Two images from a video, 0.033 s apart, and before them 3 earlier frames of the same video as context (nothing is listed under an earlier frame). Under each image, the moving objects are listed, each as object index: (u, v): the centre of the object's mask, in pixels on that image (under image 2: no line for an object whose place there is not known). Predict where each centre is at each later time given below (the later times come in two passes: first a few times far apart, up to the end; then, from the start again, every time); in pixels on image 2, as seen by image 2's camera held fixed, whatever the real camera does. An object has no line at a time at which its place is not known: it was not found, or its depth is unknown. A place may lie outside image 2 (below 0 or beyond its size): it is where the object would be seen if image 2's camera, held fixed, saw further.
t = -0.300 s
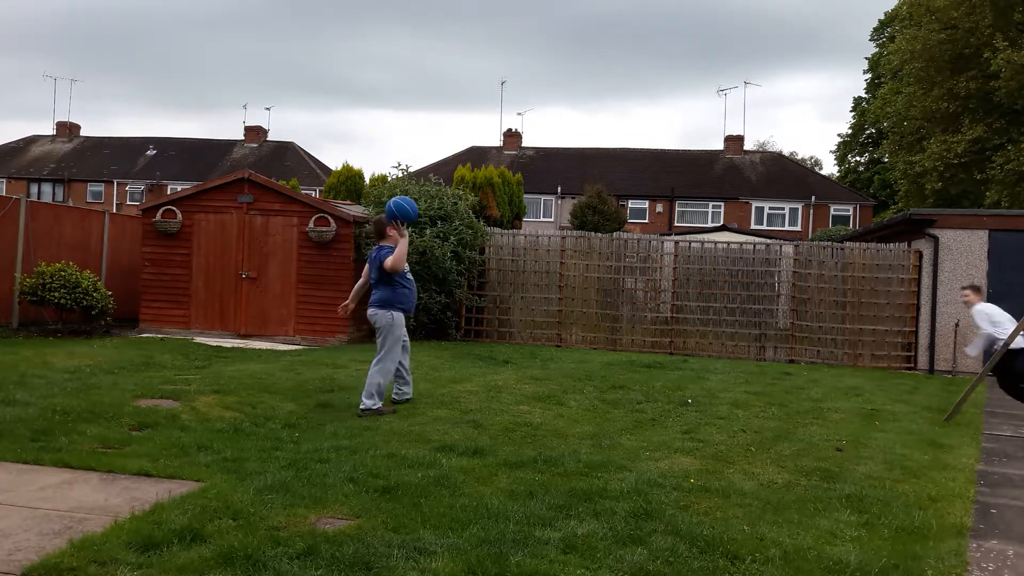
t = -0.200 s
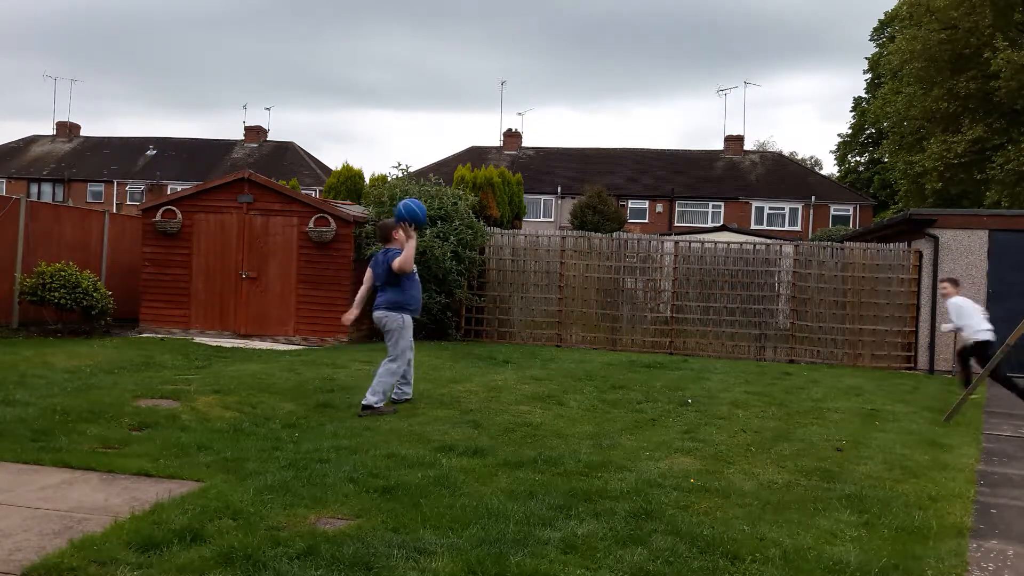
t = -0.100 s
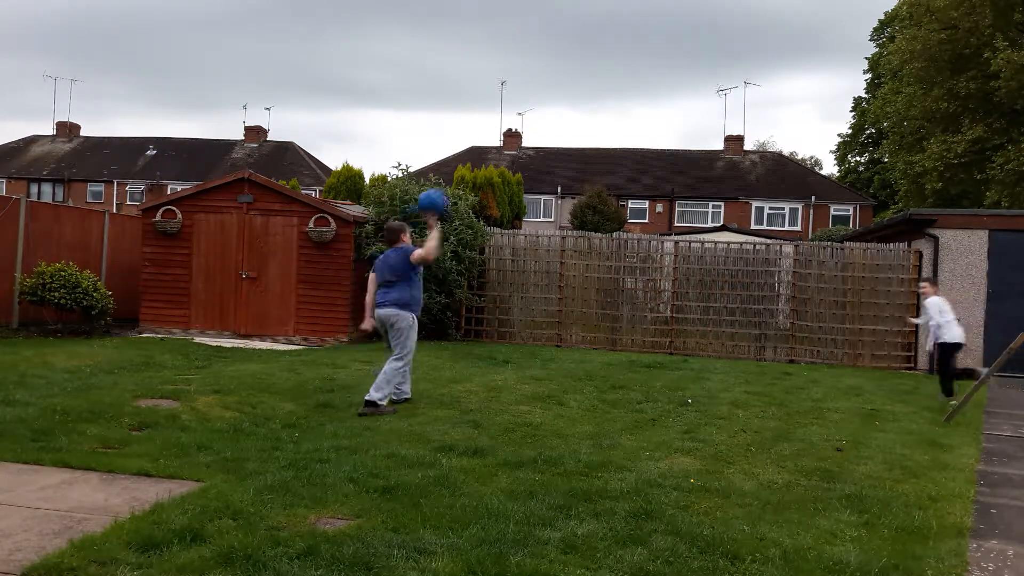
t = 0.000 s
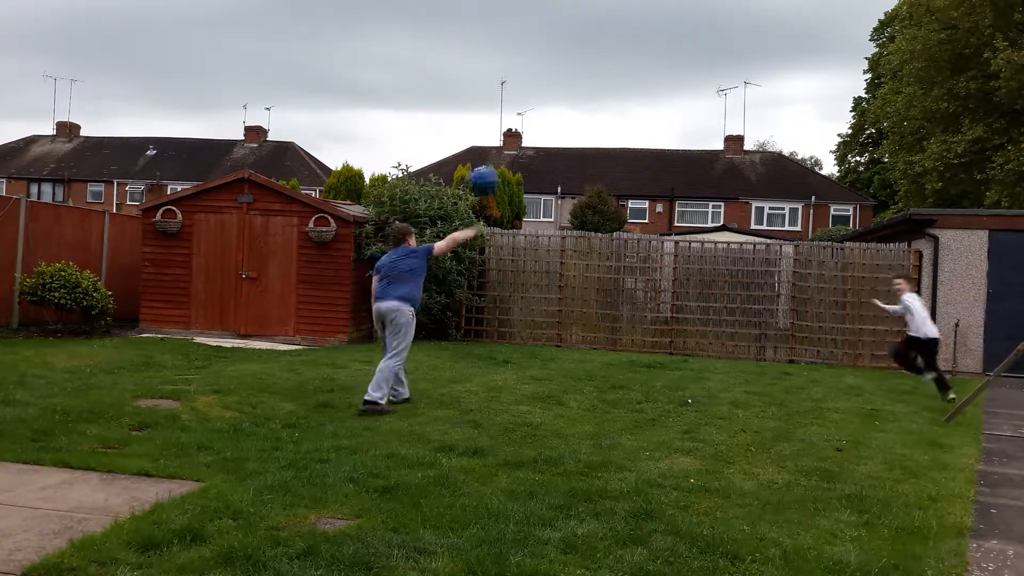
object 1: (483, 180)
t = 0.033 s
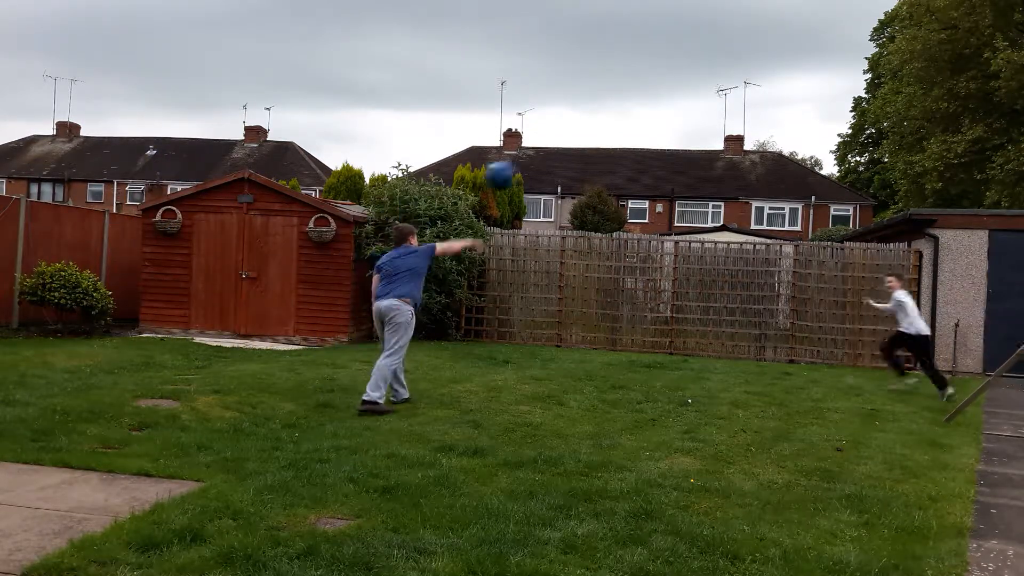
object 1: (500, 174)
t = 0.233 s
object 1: (589, 170)
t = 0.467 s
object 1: (667, 212)
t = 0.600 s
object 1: (703, 254)
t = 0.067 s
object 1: (517, 171)
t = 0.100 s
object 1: (532, 167)
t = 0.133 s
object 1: (547, 165)
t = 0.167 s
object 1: (561, 165)
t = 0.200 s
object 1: (576, 164)
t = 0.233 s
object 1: (589, 170)
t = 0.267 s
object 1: (601, 173)
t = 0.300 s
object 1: (613, 177)
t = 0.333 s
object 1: (626, 182)
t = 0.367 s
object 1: (636, 189)
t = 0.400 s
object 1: (647, 195)
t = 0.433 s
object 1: (657, 203)
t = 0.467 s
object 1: (667, 212)
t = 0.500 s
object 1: (675, 222)
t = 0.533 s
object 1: (686, 233)
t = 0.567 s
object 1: (695, 244)
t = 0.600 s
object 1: (703, 254)
